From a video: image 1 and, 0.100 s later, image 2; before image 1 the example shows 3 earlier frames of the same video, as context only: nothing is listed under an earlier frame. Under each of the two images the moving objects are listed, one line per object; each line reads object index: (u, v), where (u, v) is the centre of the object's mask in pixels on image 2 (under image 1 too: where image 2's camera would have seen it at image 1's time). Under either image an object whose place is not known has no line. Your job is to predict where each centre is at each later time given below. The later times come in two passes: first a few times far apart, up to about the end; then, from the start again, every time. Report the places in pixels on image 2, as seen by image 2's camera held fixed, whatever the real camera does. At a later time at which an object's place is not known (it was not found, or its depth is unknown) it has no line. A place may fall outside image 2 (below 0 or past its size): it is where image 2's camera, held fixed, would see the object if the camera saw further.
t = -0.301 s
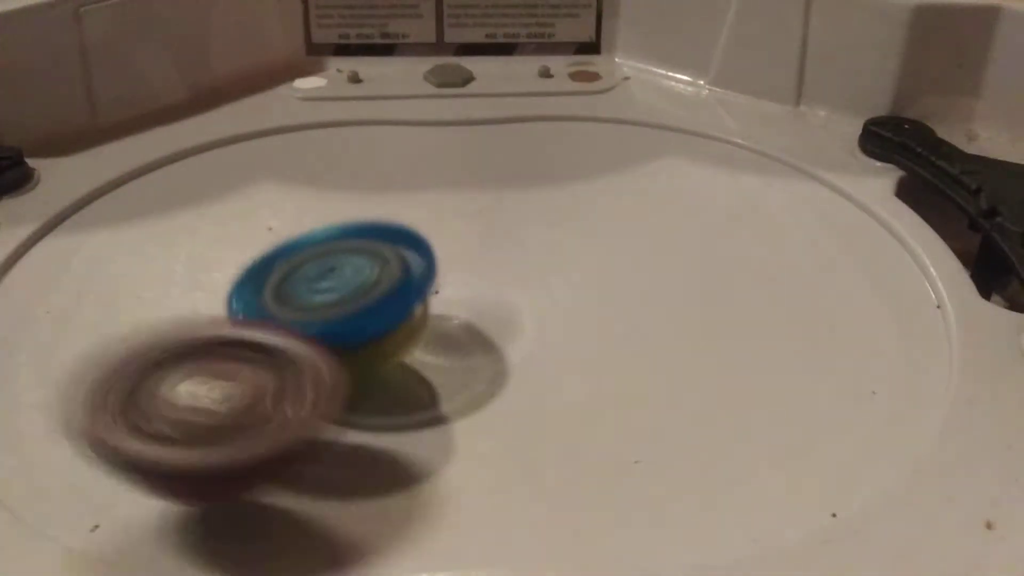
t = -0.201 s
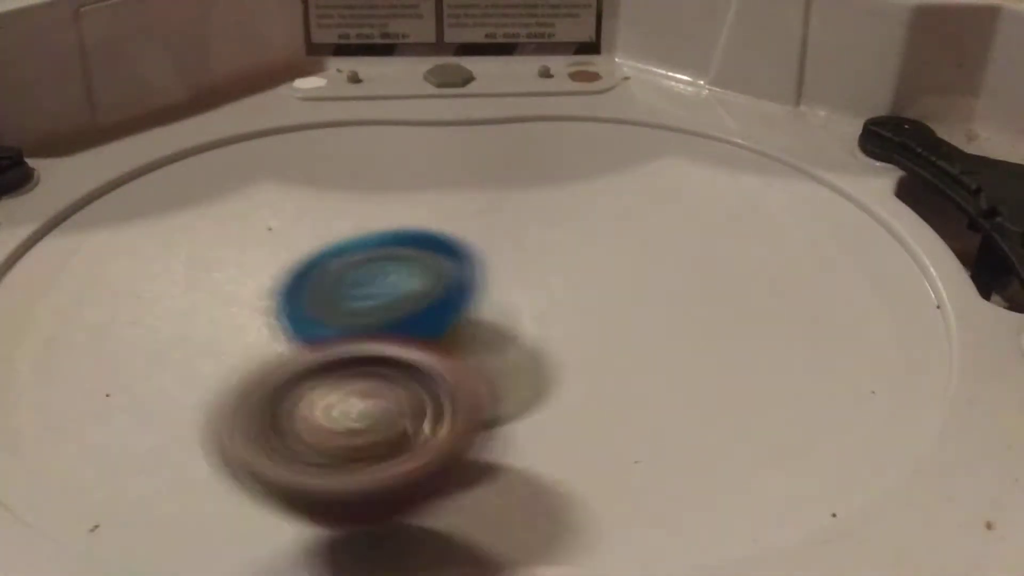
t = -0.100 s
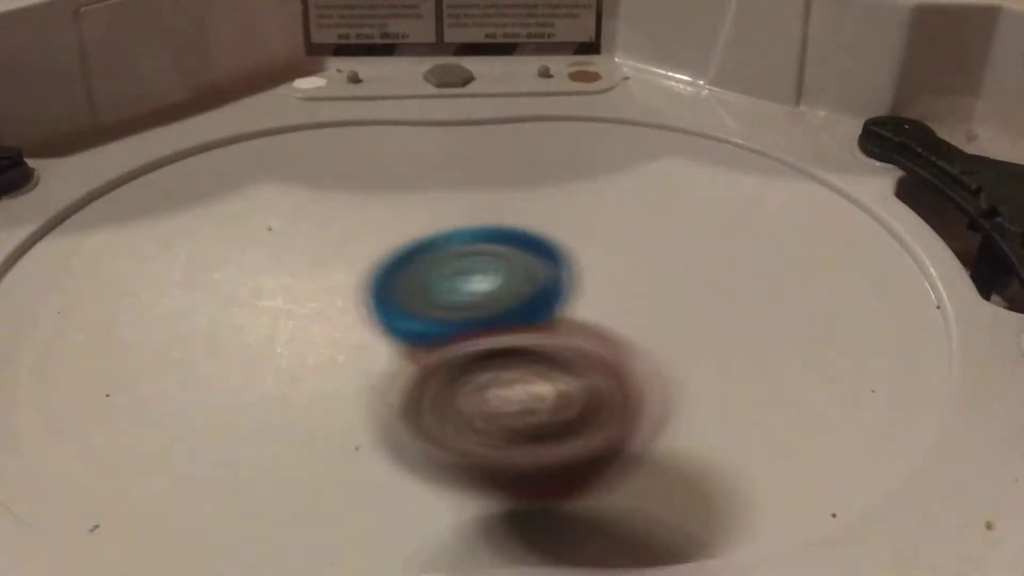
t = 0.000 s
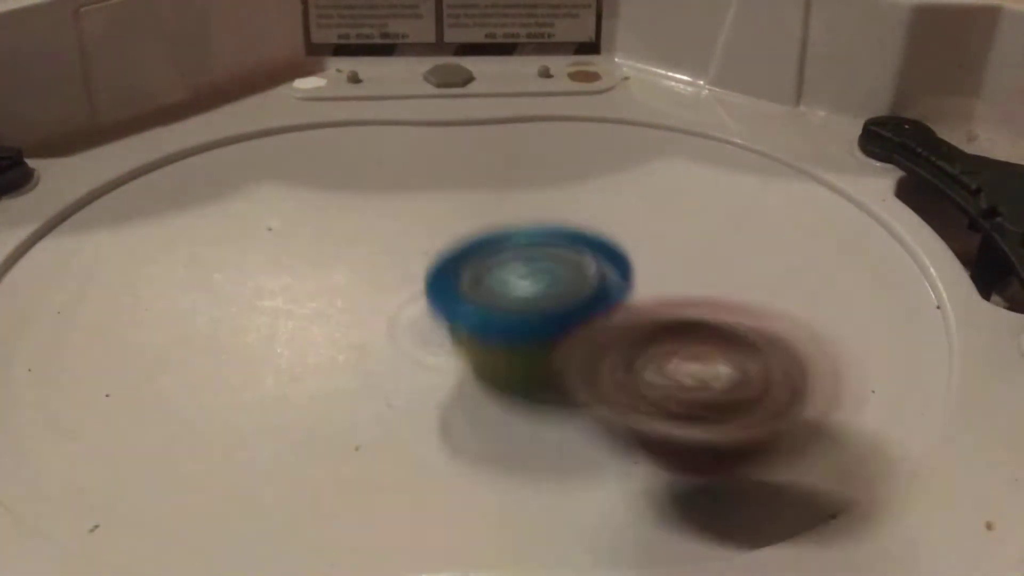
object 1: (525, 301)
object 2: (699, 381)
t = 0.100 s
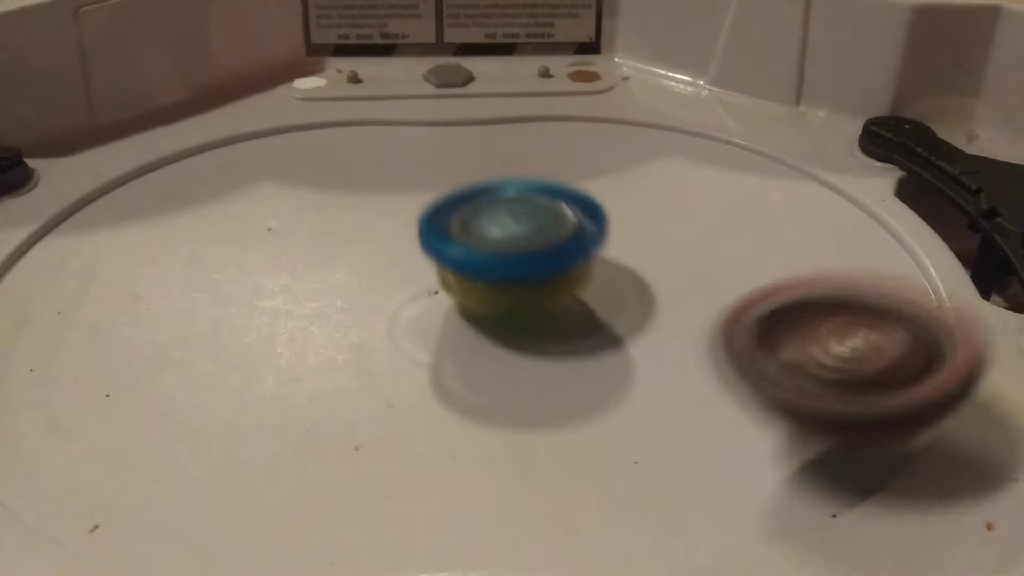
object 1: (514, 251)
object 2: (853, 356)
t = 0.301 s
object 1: (403, 245)
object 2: (844, 253)
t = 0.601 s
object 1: (330, 338)
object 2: (599, 198)
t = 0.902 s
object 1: (534, 367)
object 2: (322, 197)
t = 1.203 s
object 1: (609, 271)
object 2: (234, 239)
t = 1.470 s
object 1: (453, 226)
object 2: (236, 280)
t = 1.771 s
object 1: (434, 216)
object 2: (257, 339)
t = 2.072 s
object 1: (418, 197)
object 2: (387, 333)
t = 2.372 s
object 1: (515, 187)
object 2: (462, 327)
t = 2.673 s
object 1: (560, 177)
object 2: (529, 289)
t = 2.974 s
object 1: (606, 184)
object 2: (475, 302)
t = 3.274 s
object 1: (591, 212)
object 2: (431, 282)
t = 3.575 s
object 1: (625, 255)
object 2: (393, 268)
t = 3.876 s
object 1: (607, 299)
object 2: (392, 245)
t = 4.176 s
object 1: (573, 325)
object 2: (422, 228)
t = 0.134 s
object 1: (506, 241)
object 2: (874, 336)
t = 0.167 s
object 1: (492, 236)
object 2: (885, 318)
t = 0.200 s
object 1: (474, 235)
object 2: (884, 300)
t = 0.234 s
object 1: (451, 237)
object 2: (874, 282)
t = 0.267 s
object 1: (426, 241)
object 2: (862, 268)
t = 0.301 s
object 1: (403, 245)
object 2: (844, 253)
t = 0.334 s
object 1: (380, 252)
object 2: (826, 240)
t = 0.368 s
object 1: (358, 263)
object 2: (803, 230)
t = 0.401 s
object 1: (342, 271)
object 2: (779, 221)
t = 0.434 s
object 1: (326, 283)
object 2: (753, 214)
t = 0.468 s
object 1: (317, 294)
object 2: (725, 208)
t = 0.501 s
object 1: (312, 307)
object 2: (693, 203)
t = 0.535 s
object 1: (310, 318)
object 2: (662, 200)
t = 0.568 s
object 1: (316, 329)
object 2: (630, 198)
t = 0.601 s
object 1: (330, 338)
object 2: (599, 198)
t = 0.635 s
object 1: (347, 344)
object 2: (567, 199)
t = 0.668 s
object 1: (371, 345)
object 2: (534, 201)
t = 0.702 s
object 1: (397, 345)
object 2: (501, 206)
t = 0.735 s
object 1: (421, 340)
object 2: (470, 206)
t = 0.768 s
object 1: (446, 352)
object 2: (438, 208)
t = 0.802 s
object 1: (458, 357)
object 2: (406, 203)
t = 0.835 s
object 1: (478, 364)
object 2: (377, 198)
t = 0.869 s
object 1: (504, 368)
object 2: (348, 196)
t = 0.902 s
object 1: (534, 367)
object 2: (322, 197)
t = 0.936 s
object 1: (567, 362)
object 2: (299, 199)
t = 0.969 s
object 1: (595, 354)
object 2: (278, 203)
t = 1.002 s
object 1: (620, 348)
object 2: (266, 208)
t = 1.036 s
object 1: (633, 333)
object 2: (254, 212)
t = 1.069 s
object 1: (642, 322)
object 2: (246, 218)
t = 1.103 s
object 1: (643, 309)
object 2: (241, 223)
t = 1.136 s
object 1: (635, 294)
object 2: (236, 228)
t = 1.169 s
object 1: (624, 282)
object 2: (234, 234)
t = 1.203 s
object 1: (609, 271)
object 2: (234, 239)
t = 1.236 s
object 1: (590, 261)
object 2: (234, 244)
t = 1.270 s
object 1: (567, 251)
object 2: (237, 248)
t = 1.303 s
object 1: (541, 238)
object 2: (241, 253)
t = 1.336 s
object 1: (516, 234)
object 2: (248, 258)
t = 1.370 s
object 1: (488, 232)
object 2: (259, 262)
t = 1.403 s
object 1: (457, 233)
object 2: (267, 264)
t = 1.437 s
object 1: (453, 230)
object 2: (248, 273)
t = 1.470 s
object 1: (453, 226)
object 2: (236, 280)
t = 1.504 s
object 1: (446, 224)
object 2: (233, 285)
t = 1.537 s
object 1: (435, 222)
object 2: (234, 289)
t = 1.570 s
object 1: (423, 223)
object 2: (240, 295)
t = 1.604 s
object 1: (412, 225)
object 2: (249, 299)
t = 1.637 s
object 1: (404, 224)
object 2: (260, 303)
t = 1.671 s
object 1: (403, 225)
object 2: (262, 310)
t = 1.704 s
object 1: (417, 223)
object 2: (250, 324)
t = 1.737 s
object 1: (429, 218)
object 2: (249, 333)
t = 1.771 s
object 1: (434, 216)
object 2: (257, 339)
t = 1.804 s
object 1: (434, 213)
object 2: (269, 343)
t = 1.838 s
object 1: (432, 209)
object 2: (282, 345)
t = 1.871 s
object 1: (430, 206)
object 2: (293, 346)
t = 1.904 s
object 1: (427, 203)
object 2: (307, 348)
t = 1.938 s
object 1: (425, 204)
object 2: (323, 349)
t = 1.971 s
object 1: (420, 199)
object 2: (341, 347)
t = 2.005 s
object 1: (415, 198)
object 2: (358, 343)
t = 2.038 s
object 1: (413, 197)
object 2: (373, 338)
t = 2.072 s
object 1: (418, 197)
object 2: (387, 333)
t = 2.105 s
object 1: (426, 198)
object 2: (400, 326)
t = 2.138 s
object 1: (435, 200)
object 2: (414, 320)
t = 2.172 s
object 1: (445, 201)
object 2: (424, 315)
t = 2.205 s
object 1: (460, 198)
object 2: (424, 324)
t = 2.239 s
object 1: (475, 193)
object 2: (423, 332)
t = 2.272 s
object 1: (487, 189)
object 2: (430, 332)
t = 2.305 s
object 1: (497, 187)
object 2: (438, 332)
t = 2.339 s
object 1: (507, 187)
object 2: (449, 329)
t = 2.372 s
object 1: (515, 187)
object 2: (462, 327)
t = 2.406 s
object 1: (521, 188)
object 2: (478, 325)
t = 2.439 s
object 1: (523, 187)
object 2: (495, 322)
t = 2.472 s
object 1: (527, 185)
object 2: (511, 318)
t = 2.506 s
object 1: (534, 183)
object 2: (524, 313)
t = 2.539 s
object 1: (543, 181)
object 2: (530, 308)
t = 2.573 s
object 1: (549, 179)
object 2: (530, 304)
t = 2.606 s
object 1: (553, 179)
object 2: (531, 300)
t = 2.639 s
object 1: (556, 177)
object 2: (532, 293)
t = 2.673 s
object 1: (560, 177)
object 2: (529, 289)
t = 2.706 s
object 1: (563, 176)
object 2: (524, 285)
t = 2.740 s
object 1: (574, 176)
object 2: (512, 288)
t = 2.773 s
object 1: (585, 176)
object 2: (502, 292)
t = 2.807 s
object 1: (595, 177)
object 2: (495, 295)
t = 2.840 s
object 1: (601, 176)
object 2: (490, 297)
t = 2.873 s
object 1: (606, 177)
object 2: (484, 299)
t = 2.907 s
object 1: (608, 179)
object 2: (480, 300)
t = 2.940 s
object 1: (608, 181)
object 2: (477, 301)
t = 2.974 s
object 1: (606, 184)
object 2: (475, 302)
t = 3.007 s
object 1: (604, 187)
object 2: (473, 301)
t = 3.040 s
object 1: (601, 190)
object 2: (470, 301)
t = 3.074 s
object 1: (598, 194)
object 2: (467, 298)
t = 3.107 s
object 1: (594, 196)
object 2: (464, 296)
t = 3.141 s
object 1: (592, 198)
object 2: (464, 293)
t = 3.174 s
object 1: (591, 201)
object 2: (464, 289)
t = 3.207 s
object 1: (591, 205)
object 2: (459, 285)
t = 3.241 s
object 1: (591, 209)
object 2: (450, 283)
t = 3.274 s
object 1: (591, 212)
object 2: (431, 282)
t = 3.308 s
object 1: (596, 214)
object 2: (413, 281)
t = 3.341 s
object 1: (604, 217)
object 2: (404, 280)
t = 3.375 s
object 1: (612, 220)
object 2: (403, 279)
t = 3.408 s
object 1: (617, 225)
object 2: (402, 278)
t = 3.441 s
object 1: (621, 231)
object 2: (401, 277)
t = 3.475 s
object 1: (624, 237)
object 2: (399, 275)
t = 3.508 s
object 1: (625, 243)
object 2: (397, 272)
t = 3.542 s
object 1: (625, 249)
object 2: (395, 271)
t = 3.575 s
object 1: (625, 255)
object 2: (393, 268)
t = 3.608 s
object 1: (625, 260)
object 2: (392, 266)
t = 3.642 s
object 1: (623, 266)
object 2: (391, 265)
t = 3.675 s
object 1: (622, 271)
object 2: (391, 263)
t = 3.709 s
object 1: (620, 275)
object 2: (392, 261)
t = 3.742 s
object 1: (618, 280)
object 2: (393, 259)
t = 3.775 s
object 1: (616, 285)
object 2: (393, 255)
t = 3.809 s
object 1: (613, 290)
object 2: (393, 251)
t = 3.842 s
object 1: (610, 294)
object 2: (393, 248)
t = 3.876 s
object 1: (607, 299)
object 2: (392, 245)
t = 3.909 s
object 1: (603, 303)
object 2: (393, 243)
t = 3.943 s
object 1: (599, 307)
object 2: (394, 241)
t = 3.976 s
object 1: (596, 311)
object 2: (397, 239)
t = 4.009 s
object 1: (593, 314)
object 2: (401, 238)
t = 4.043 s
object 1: (590, 317)
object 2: (405, 235)
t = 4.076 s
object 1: (586, 319)
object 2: (408, 233)
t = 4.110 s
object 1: (582, 321)
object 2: (411, 231)
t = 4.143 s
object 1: (578, 322)
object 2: (416, 230)
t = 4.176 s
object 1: (573, 325)
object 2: (422, 228)
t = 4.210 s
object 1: (567, 327)
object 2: (431, 225)
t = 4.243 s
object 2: (434, 220)
